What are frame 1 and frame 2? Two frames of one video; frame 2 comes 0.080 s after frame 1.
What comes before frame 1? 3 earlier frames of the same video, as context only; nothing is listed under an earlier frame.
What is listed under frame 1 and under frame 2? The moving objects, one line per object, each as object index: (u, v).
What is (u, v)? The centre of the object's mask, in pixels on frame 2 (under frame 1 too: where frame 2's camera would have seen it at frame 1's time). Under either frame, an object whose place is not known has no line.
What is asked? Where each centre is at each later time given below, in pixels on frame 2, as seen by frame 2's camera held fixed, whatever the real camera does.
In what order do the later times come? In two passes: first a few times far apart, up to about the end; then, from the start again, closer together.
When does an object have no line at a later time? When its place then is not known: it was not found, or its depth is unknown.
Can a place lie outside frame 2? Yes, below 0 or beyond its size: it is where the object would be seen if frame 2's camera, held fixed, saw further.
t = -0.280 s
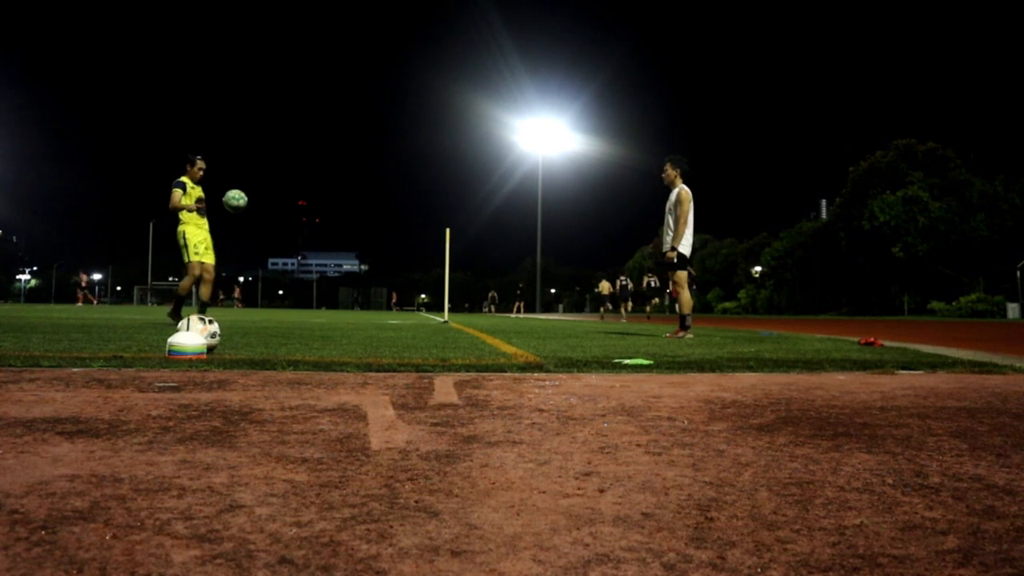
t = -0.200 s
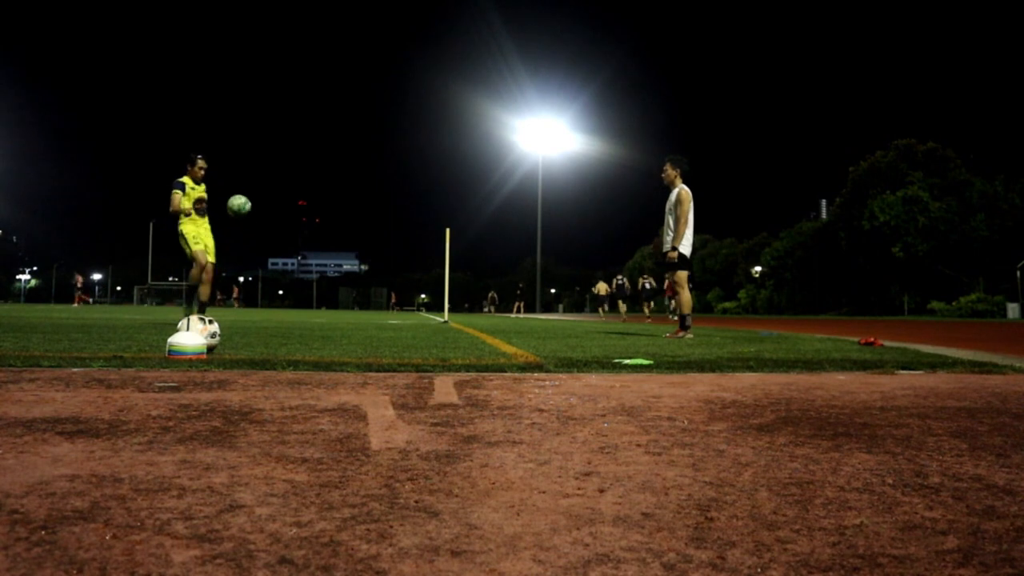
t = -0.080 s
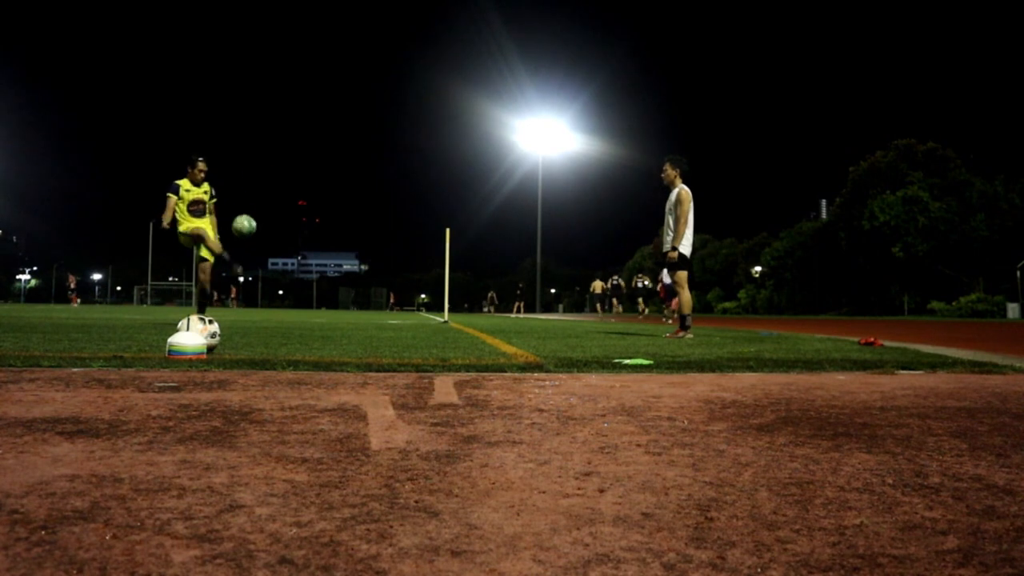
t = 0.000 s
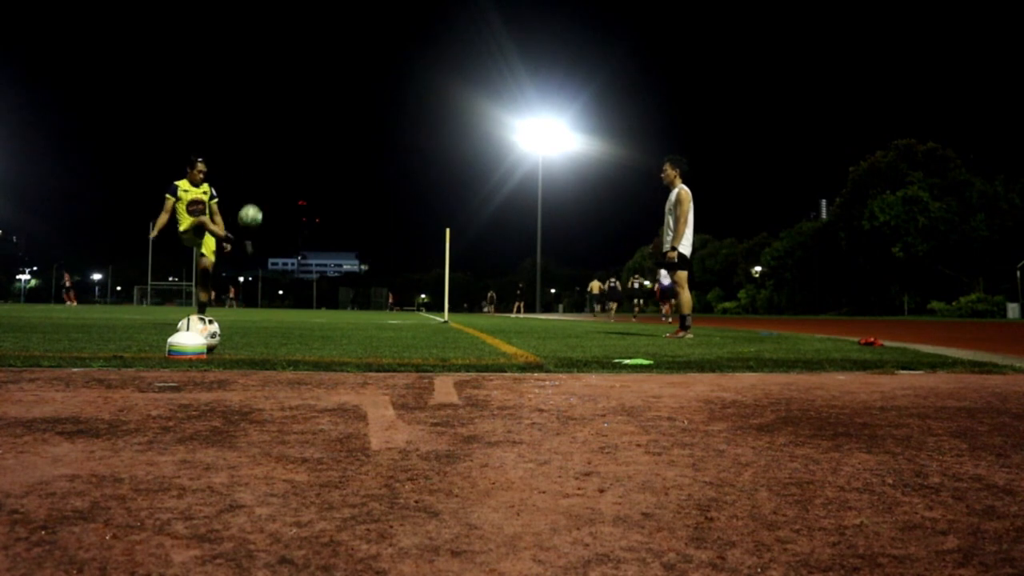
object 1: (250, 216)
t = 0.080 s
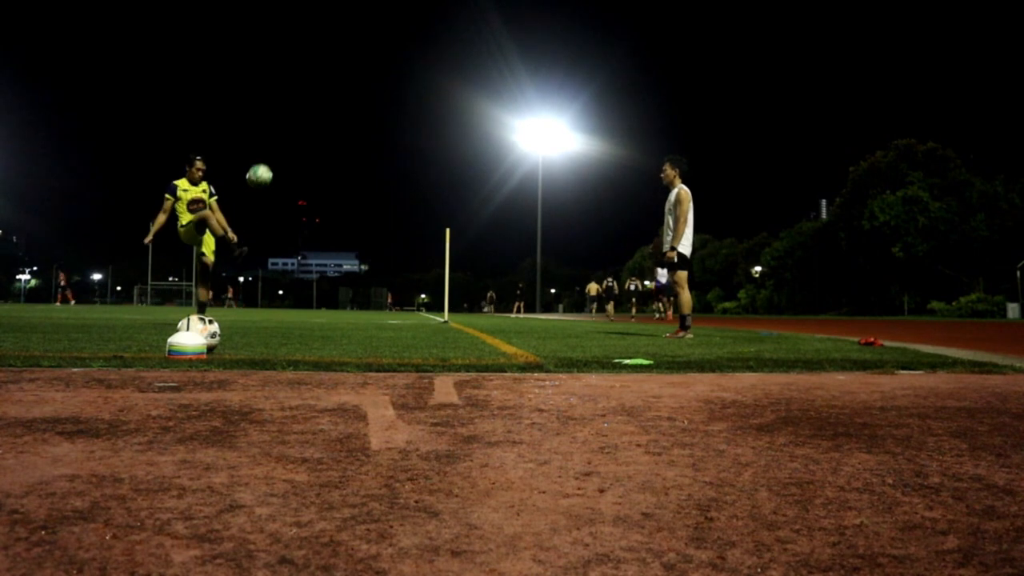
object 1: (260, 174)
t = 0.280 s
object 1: (284, 96)
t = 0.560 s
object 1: (320, 53)
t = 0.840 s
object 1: (356, 99)
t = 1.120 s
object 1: (396, 259)
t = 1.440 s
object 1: (454, 211)
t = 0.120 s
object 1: (265, 156)
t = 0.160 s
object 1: (269, 139)
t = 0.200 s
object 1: (275, 123)
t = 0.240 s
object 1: (279, 109)
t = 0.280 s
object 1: (284, 96)
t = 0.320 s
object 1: (289, 85)
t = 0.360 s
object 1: (294, 76)
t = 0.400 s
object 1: (299, 68)
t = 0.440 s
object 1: (304, 62)
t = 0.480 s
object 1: (309, 57)
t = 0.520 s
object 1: (314, 55)
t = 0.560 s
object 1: (320, 53)
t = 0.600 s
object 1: (324, 54)
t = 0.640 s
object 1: (330, 57)
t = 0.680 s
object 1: (335, 62)
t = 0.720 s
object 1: (340, 67)
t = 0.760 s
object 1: (345, 76)
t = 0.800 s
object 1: (351, 86)
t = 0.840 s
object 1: (356, 99)
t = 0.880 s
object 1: (362, 114)
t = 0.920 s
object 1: (367, 132)
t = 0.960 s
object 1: (372, 152)
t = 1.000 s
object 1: (378, 174)
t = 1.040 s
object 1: (384, 200)
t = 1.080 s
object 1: (390, 228)
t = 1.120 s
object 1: (396, 259)
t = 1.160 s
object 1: (402, 293)
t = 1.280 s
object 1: (424, 282)
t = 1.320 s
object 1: (431, 260)
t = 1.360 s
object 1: (439, 242)
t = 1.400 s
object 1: (446, 226)
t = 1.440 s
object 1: (454, 211)
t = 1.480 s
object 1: (462, 197)
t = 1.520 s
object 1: (470, 186)
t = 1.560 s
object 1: (479, 177)
